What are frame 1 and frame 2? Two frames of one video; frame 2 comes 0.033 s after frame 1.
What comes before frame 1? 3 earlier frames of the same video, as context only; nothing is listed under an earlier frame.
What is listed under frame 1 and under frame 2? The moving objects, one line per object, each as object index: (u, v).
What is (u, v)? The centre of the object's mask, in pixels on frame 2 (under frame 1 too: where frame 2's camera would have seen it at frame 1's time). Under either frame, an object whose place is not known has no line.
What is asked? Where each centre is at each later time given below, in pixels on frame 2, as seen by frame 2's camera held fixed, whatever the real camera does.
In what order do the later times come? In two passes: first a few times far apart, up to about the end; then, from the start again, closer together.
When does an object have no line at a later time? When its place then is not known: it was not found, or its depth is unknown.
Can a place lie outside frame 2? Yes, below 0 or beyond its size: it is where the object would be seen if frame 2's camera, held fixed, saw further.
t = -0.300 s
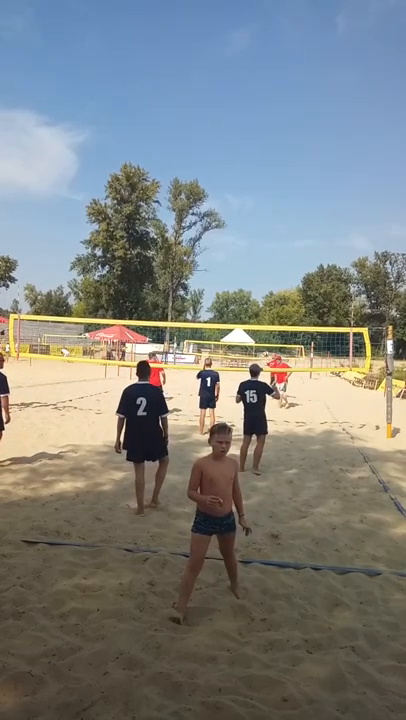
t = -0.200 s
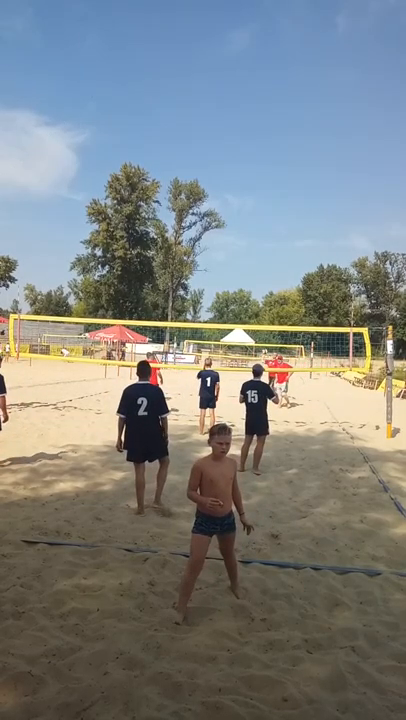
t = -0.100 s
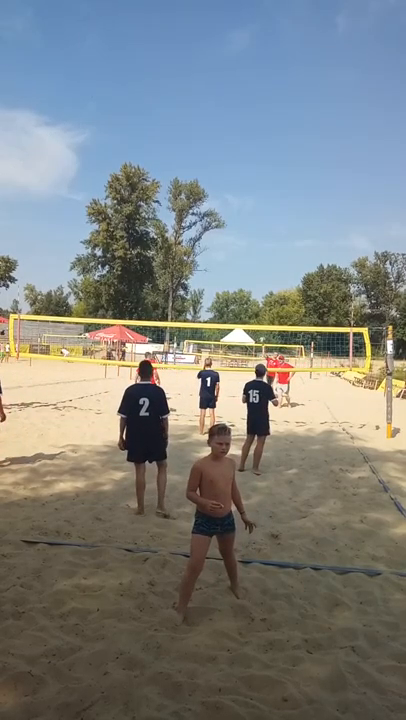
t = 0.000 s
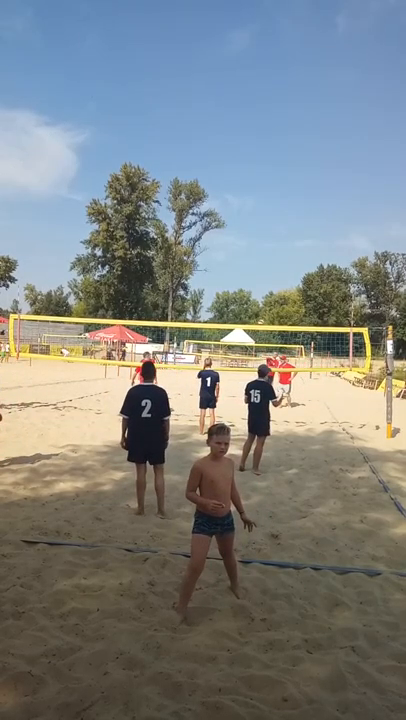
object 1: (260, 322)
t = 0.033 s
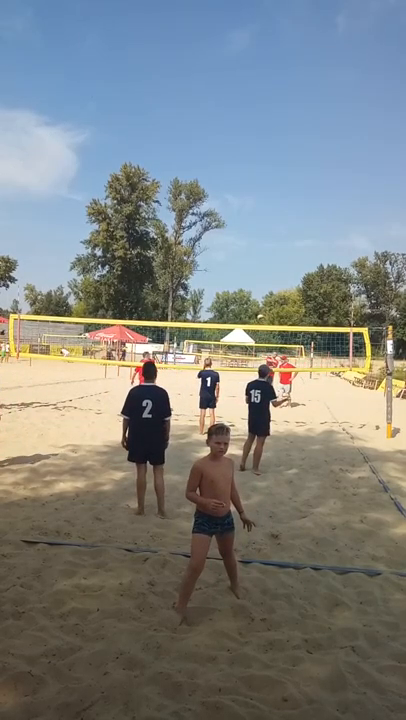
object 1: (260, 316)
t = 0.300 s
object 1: (256, 277)
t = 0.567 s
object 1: (251, 252)
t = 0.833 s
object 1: (246, 250)
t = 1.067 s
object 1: (242, 281)
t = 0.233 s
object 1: (257, 286)
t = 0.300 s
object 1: (256, 277)
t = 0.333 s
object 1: (255, 273)
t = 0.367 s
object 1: (254, 269)
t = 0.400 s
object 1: (253, 265)
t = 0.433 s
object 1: (253, 262)
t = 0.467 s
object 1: (253, 259)
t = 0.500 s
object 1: (252, 256)
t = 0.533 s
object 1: (252, 254)
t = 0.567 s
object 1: (251, 252)
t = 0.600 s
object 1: (251, 250)
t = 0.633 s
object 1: (250, 249)
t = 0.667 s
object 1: (250, 248)
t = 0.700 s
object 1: (249, 247)
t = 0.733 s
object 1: (249, 247)
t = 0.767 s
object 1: (248, 247)
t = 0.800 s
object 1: (248, 249)
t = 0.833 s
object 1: (246, 250)
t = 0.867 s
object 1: (246, 252)
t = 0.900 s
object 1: (245, 255)
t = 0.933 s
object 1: (245, 258)
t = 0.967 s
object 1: (244, 262)
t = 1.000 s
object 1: (244, 268)
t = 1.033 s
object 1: (243, 274)
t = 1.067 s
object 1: (242, 281)
